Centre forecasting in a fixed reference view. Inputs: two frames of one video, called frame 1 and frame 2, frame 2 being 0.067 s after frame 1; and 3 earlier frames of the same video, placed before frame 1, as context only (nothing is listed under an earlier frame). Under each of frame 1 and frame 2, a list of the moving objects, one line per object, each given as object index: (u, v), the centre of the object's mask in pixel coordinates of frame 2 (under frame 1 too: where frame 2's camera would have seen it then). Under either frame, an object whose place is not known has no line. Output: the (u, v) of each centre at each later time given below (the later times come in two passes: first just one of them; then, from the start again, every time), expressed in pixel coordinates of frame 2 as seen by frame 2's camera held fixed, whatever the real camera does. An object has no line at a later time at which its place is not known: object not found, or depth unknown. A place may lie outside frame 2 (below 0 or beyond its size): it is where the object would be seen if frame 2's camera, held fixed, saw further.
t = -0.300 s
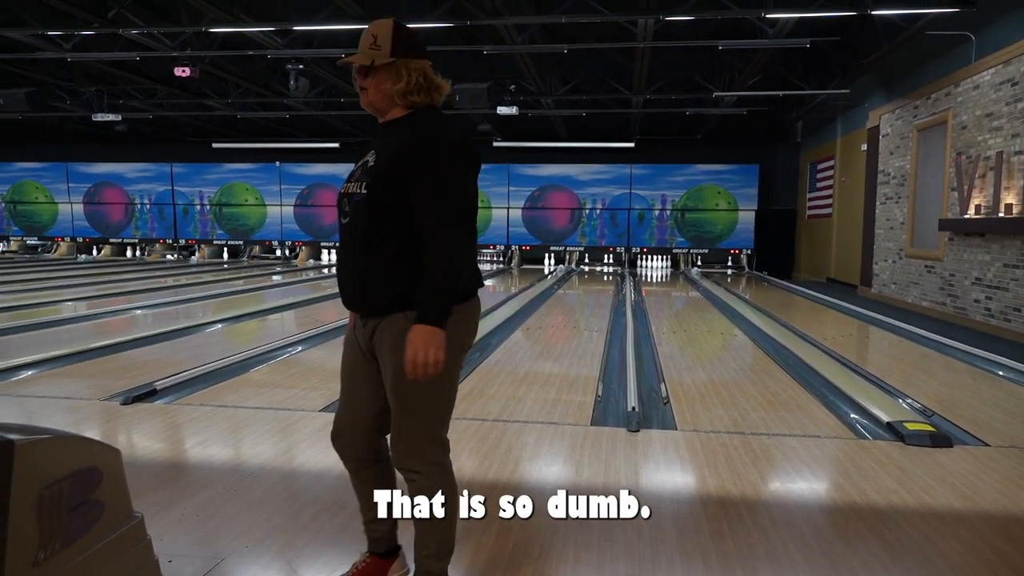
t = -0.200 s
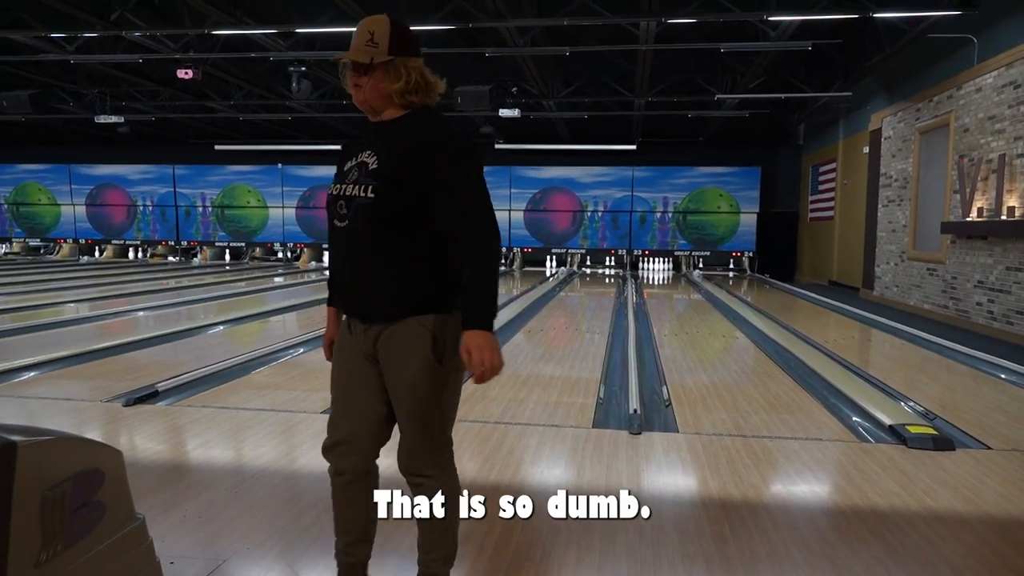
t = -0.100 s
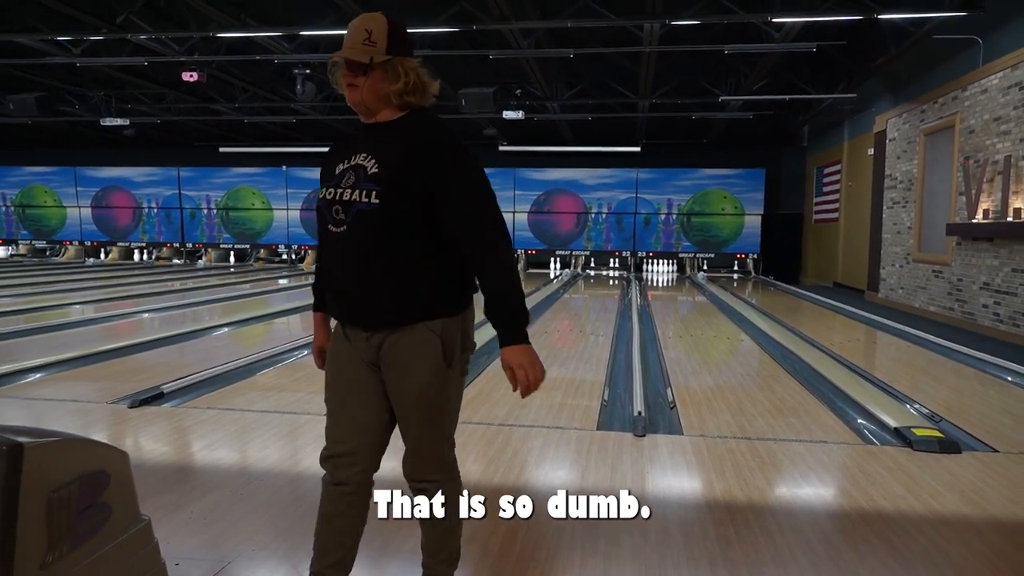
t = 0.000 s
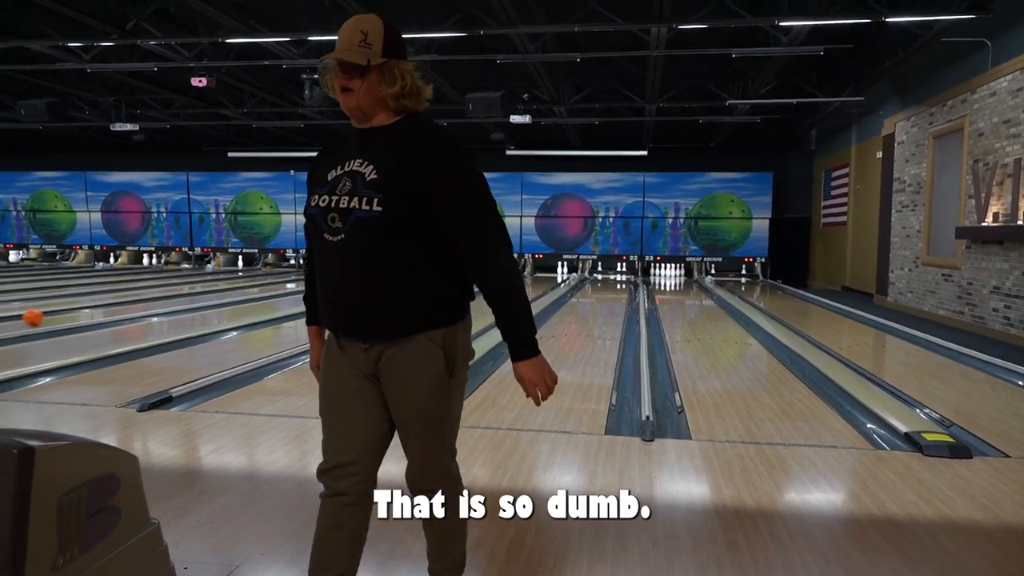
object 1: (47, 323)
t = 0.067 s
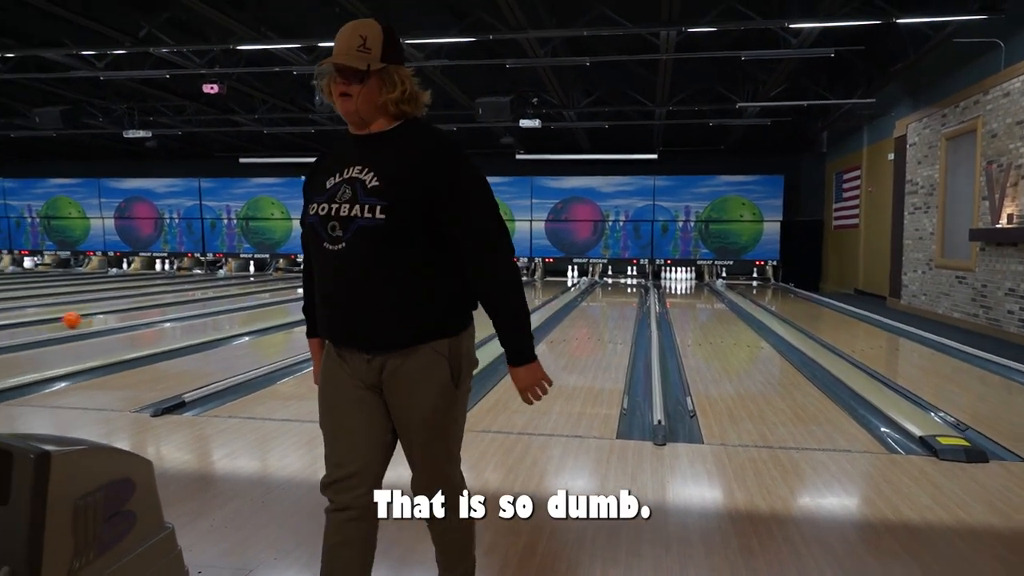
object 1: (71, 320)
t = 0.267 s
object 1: (134, 312)
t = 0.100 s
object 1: (83, 318)
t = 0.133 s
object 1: (94, 317)
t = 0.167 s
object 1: (105, 316)
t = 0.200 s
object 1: (115, 314)
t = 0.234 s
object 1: (124, 314)
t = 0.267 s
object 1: (134, 312)
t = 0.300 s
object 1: (144, 311)
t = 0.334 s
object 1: (153, 310)
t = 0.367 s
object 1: (162, 308)
